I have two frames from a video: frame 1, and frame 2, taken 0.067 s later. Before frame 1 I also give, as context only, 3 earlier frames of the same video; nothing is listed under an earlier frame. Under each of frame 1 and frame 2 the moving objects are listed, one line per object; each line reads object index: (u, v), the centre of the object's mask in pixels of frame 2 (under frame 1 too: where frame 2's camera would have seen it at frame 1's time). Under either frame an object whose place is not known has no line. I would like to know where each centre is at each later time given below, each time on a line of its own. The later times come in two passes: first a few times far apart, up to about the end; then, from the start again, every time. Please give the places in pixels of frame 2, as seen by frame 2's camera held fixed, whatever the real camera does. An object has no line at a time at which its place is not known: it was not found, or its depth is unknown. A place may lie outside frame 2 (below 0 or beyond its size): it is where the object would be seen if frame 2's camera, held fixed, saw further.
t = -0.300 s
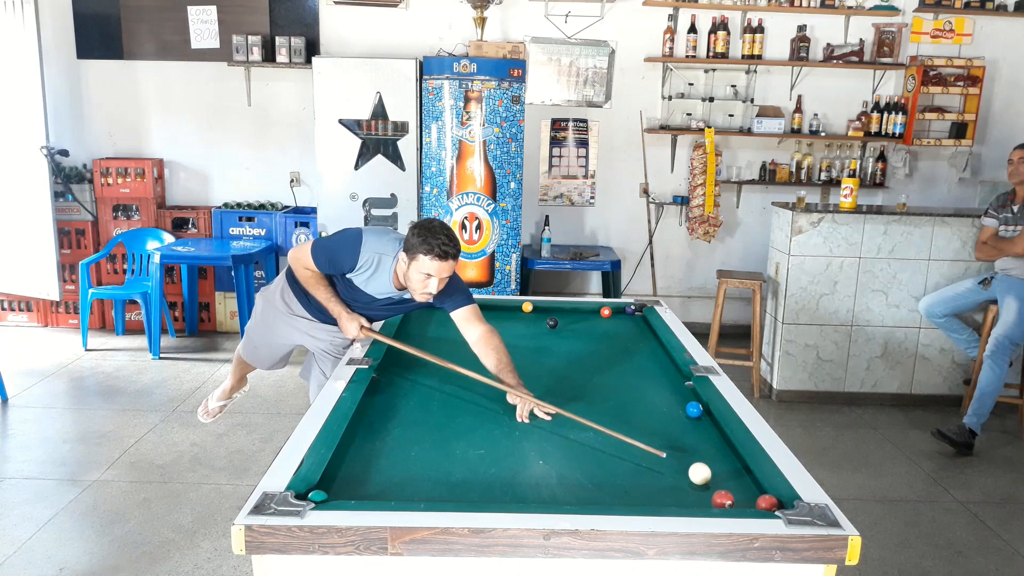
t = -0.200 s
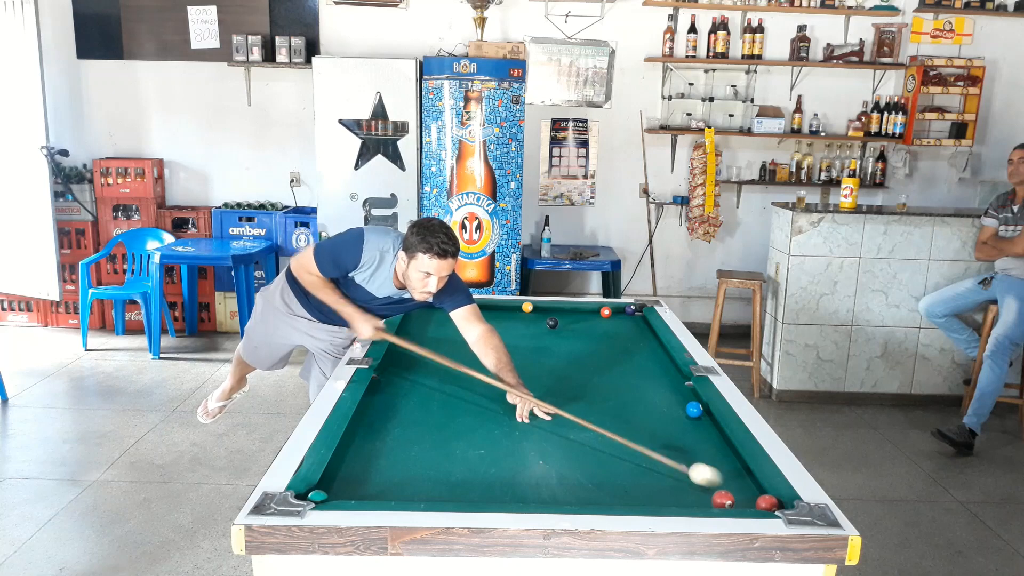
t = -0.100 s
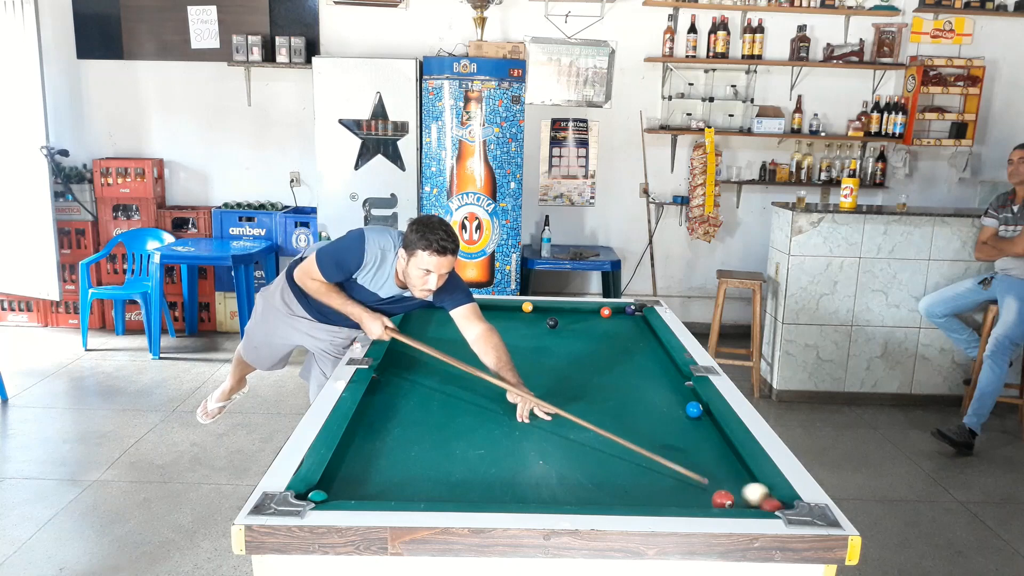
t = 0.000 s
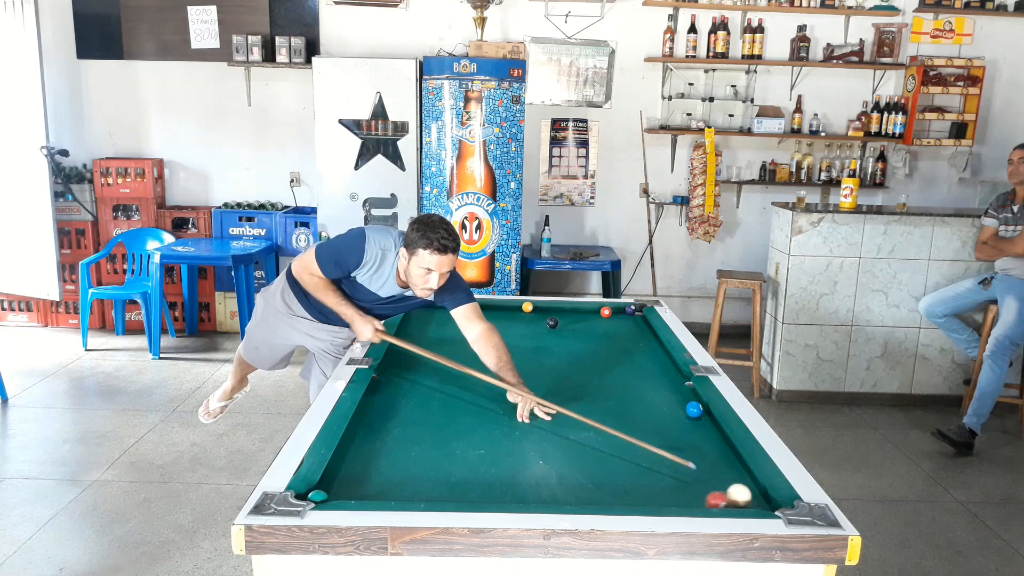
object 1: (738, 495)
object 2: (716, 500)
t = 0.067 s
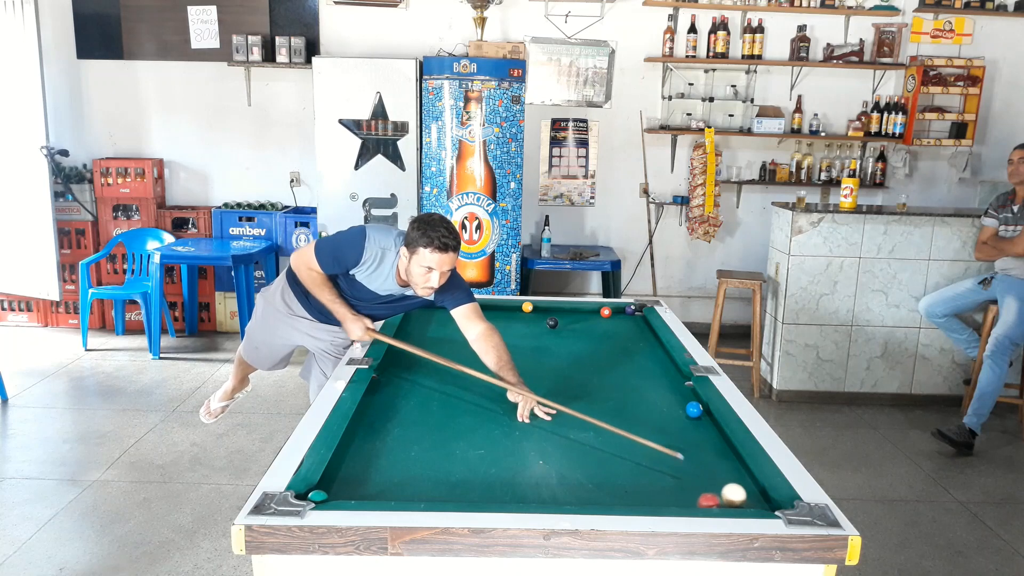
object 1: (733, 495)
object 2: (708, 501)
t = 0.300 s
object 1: (717, 494)
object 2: (682, 502)
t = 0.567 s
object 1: (700, 493)
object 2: (657, 499)
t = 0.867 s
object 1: (685, 492)
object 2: (633, 497)
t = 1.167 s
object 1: (674, 490)
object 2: (614, 494)
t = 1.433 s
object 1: (667, 490)
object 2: (600, 492)
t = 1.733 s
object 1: (663, 489)
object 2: (589, 489)
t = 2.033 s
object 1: (663, 489)
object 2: (582, 487)
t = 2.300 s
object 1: (663, 489)
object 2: (579, 486)
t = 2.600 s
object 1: (663, 489)
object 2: (578, 486)
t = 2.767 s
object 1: (663, 489)
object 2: (578, 486)
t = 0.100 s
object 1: (731, 495)
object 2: (704, 501)
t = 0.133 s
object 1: (728, 495)
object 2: (700, 502)
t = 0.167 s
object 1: (726, 495)
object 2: (696, 502)
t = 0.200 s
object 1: (724, 495)
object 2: (692, 503)
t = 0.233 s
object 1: (721, 494)
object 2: (688, 503)
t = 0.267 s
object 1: (719, 494)
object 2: (685, 502)
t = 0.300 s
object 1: (717, 494)
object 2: (682, 502)
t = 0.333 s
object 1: (715, 494)
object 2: (678, 502)
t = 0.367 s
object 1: (712, 494)
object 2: (675, 501)
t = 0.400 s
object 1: (710, 494)
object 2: (672, 501)
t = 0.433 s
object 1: (708, 494)
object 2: (669, 501)
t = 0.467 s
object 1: (706, 493)
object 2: (665, 500)
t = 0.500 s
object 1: (704, 493)
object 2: (662, 500)
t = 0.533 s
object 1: (702, 493)
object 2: (659, 500)
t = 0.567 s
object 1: (700, 493)
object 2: (657, 499)
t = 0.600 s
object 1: (698, 493)
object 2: (654, 499)
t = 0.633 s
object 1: (696, 493)
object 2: (651, 499)
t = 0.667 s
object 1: (695, 493)
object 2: (648, 499)
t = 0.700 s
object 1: (693, 493)
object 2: (645, 498)
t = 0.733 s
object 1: (691, 492)
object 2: (643, 498)
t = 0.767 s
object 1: (690, 492)
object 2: (640, 498)
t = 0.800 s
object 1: (688, 492)
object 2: (638, 497)
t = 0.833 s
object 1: (687, 492)
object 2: (635, 497)
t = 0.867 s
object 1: (685, 492)
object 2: (633, 497)
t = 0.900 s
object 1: (684, 491)
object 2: (630, 496)
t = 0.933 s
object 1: (682, 491)
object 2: (628, 496)
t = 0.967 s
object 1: (681, 491)
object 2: (626, 496)
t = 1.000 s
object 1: (680, 491)
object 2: (624, 496)
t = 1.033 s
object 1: (678, 491)
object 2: (622, 495)
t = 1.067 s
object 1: (677, 491)
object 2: (620, 495)
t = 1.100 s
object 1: (676, 491)
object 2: (618, 495)
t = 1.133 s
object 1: (675, 490)
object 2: (616, 494)
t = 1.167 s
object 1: (674, 490)
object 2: (614, 494)
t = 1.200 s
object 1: (673, 490)
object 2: (612, 494)
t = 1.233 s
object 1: (672, 490)
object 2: (610, 494)
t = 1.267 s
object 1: (671, 490)
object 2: (608, 493)
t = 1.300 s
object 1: (670, 490)
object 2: (607, 493)
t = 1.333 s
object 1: (669, 490)
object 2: (605, 493)
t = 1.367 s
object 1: (669, 490)
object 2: (603, 492)
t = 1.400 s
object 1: (668, 490)
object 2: (602, 492)
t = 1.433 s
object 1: (667, 490)
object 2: (600, 492)
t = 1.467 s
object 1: (666, 490)
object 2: (599, 491)
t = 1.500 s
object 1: (666, 489)
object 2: (597, 491)
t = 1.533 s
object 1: (665, 489)
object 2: (596, 490)
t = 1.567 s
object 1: (665, 489)
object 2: (595, 490)
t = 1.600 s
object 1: (665, 489)
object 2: (594, 490)
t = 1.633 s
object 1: (664, 489)
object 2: (593, 490)
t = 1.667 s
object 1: (664, 489)
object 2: (591, 489)
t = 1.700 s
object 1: (664, 489)
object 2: (590, 489)
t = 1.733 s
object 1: (663, 489)
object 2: (589, 489)
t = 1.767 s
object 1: (663, 489)
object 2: (588, 489)
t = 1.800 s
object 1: (663, 489)
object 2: (588, 488)
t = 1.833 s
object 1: (663, 489)
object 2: (587, 488)
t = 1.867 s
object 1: (663, 489)
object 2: (586, 488)
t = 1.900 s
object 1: (663, 489)
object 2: (585, 488)
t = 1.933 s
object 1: (663, 489)
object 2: (585, 488)
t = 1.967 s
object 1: (663, 489)
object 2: (584, 488)
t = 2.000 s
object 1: (663, 489)
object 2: (583, 487)
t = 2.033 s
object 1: (663, 489)
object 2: (582, 487)
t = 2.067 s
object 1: (663, 489)
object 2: (582, 487)
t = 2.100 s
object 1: (663, 489)
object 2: (582, 487)
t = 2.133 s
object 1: (663, 489)
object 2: (581, 487)
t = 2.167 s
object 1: (663, 489)
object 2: (581, 487)
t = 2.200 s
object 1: (663, 489)
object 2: (580, 486)
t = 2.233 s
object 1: (663, 489)
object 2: (580, 486)
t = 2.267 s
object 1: (663, 489)
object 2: (580, 486)
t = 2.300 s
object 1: (663, 489)
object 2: (579, 486)
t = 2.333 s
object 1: (663, 489)
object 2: (579, 486)
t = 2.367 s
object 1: (663, 489)
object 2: (579, 486)
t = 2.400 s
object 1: (663, 489)
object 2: (579, 486)
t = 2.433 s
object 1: (663, 489)
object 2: (578, 486)
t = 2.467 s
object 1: (663, 489)
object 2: (578, 486)
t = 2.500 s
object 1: (663, 489)
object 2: (578, 486)
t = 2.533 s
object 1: (663, 489)
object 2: (578, 486)
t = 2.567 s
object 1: (663, 489)
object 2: (578, 486)
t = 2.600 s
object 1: (663, 489)
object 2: (578, 486)
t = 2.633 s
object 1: (663, 489)
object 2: (578, 486)
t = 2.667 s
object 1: (663, 489)
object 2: (578, 486)
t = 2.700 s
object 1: (663, 489)
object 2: (578, 486)
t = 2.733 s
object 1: (663, 489)
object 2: (578, 486)
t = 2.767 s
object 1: (663, 489)
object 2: (578, 486)
